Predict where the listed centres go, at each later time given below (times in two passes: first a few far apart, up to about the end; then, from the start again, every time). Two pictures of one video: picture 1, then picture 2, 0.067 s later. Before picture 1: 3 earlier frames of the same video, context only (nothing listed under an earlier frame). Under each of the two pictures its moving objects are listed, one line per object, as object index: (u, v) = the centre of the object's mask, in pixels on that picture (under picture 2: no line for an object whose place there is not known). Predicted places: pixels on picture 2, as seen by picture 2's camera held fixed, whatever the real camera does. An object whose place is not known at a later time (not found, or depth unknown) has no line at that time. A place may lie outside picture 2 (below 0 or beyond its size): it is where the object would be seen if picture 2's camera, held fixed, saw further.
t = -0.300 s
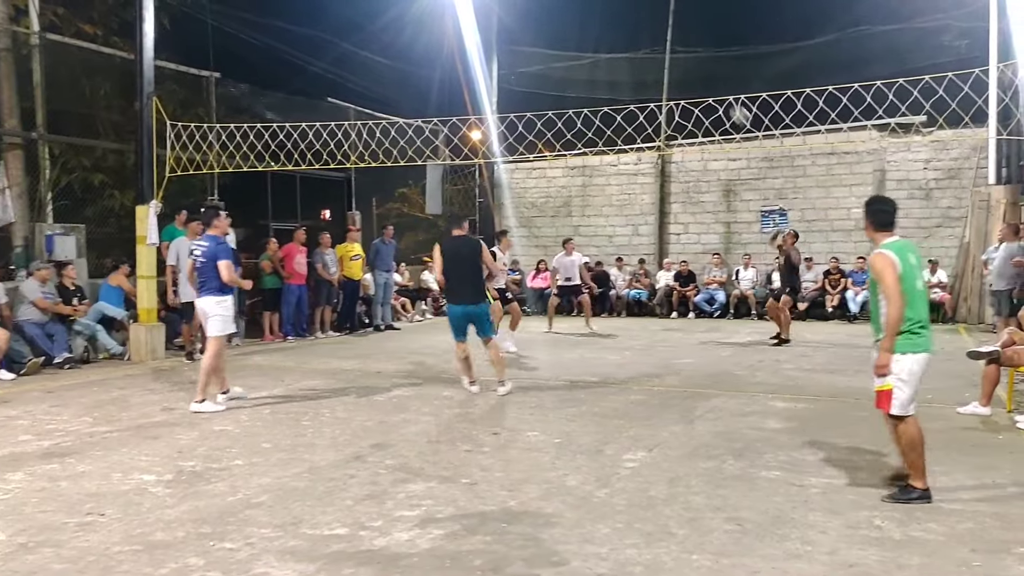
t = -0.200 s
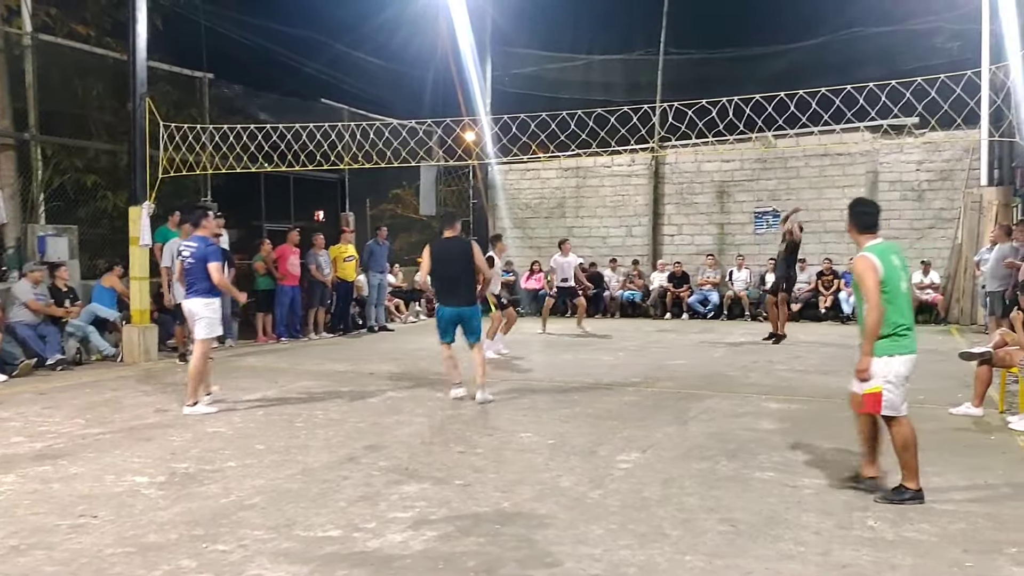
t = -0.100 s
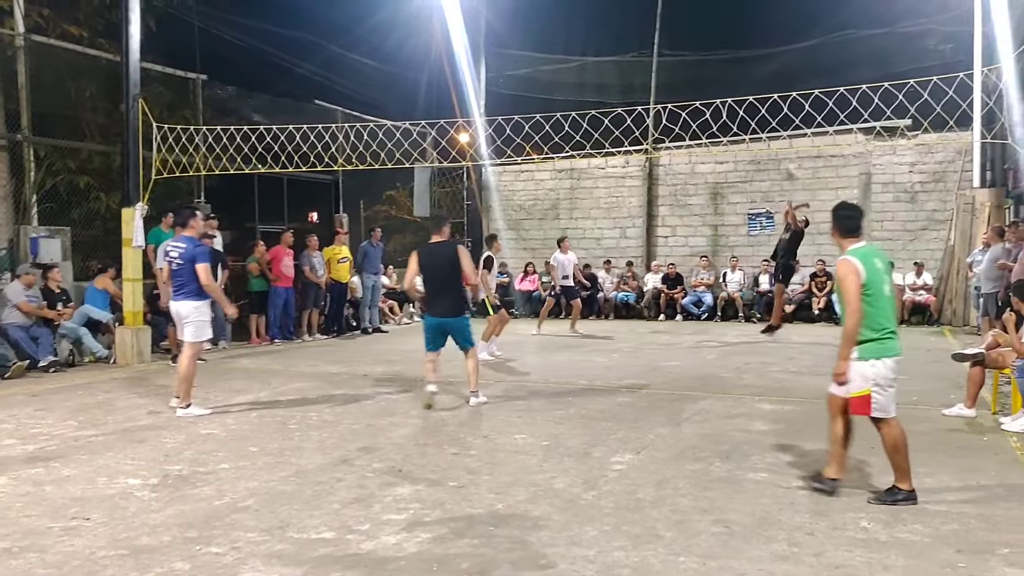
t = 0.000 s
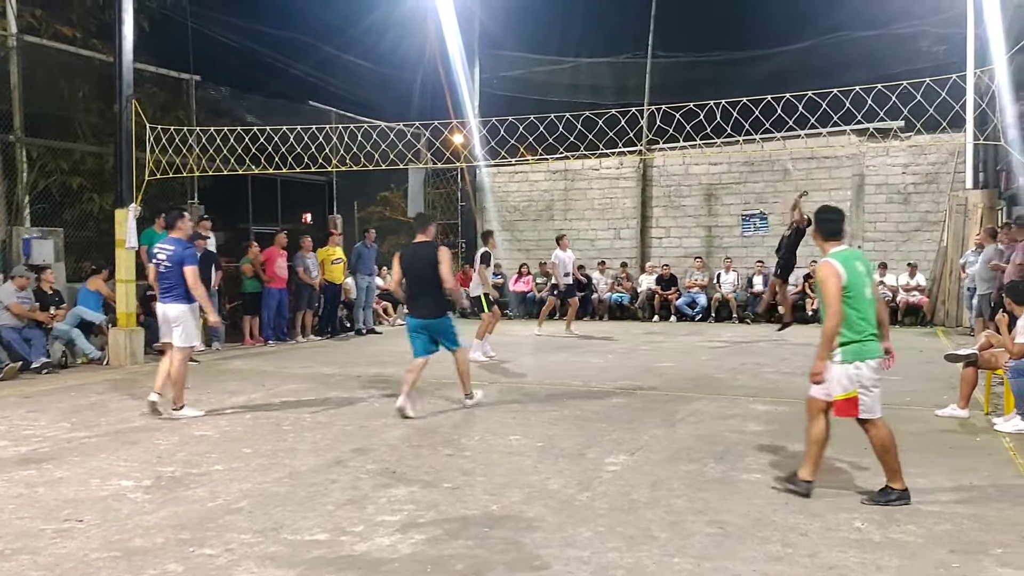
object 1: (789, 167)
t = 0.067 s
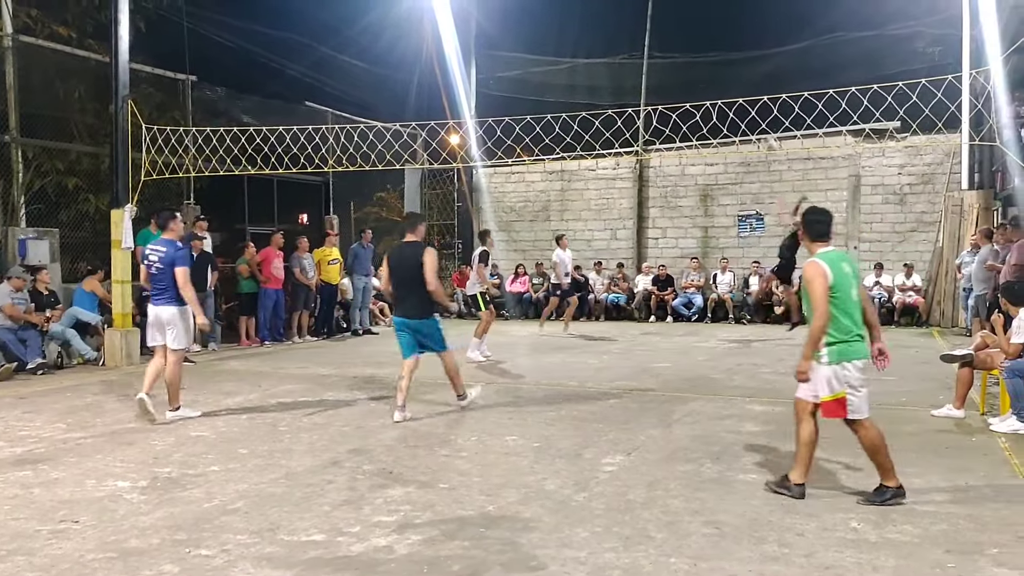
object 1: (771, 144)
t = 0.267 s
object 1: (733, 94)
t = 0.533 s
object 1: (691, 69)
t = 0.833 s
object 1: (647, 89)
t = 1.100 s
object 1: (614, 143)
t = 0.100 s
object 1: (763, 135)
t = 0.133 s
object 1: (756, 125)
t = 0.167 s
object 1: (751, 118)
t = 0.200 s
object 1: (745, 110)
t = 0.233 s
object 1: (739, 102)
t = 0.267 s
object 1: (733, 94)
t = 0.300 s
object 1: (728, 90)
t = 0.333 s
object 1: (723, 85)
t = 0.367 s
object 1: (717, 80)
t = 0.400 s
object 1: (712, 77)
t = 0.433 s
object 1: (706, 74)
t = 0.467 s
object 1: (701, 72)
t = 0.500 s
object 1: (696, 71)
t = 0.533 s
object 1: (691, 69)
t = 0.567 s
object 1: (685, 69)
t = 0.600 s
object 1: (680, 70)
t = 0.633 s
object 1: (676, 71)
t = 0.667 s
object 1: (671, 72)
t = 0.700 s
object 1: (666, 75)
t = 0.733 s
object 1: (661, 77)
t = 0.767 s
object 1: (657, 81)
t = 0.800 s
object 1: (652, 85)
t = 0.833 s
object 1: (647, 89)
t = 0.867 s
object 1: (643, 94)
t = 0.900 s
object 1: (638, 100)
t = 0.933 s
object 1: (634, 105)
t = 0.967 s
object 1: (630, 113)
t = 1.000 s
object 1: (626, 120)
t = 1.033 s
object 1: (621, 128)
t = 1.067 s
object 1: (617, 135)
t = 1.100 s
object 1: (614, 143)
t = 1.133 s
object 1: (609, 152)
